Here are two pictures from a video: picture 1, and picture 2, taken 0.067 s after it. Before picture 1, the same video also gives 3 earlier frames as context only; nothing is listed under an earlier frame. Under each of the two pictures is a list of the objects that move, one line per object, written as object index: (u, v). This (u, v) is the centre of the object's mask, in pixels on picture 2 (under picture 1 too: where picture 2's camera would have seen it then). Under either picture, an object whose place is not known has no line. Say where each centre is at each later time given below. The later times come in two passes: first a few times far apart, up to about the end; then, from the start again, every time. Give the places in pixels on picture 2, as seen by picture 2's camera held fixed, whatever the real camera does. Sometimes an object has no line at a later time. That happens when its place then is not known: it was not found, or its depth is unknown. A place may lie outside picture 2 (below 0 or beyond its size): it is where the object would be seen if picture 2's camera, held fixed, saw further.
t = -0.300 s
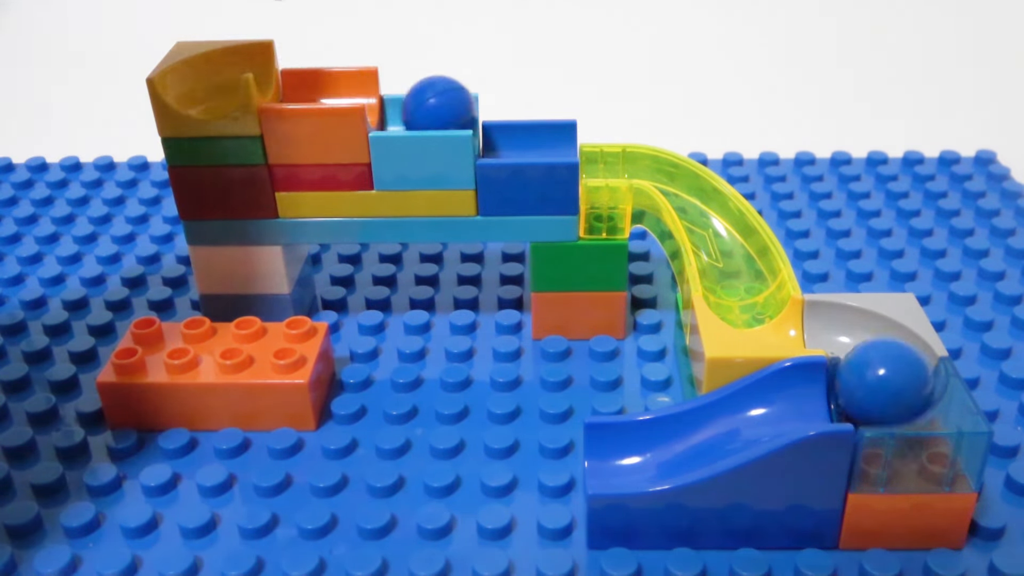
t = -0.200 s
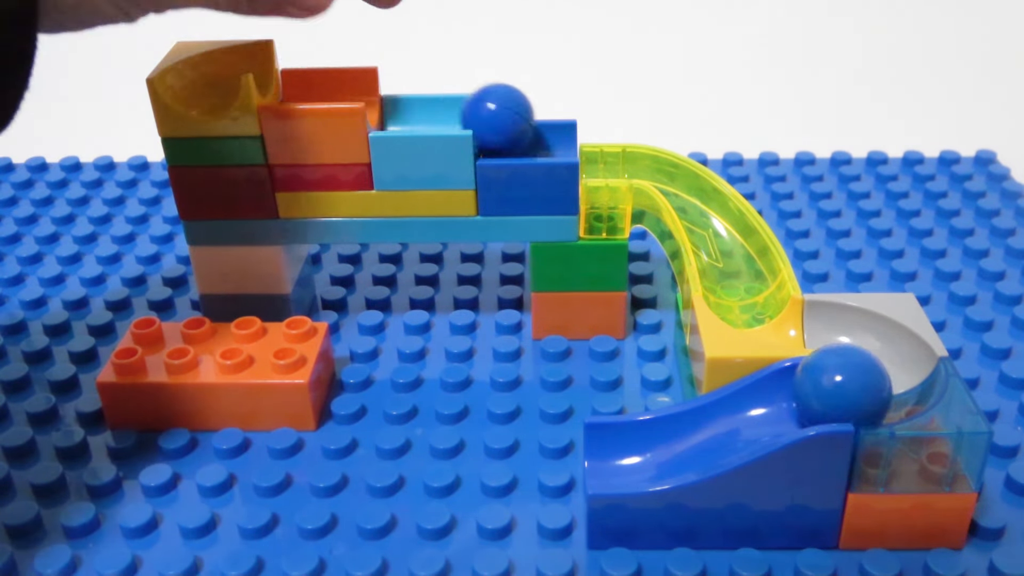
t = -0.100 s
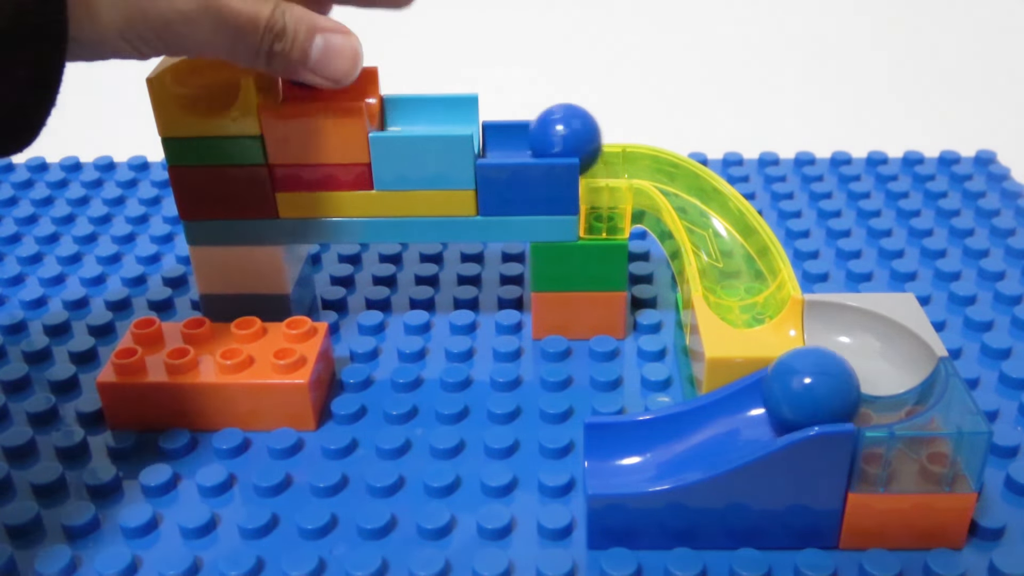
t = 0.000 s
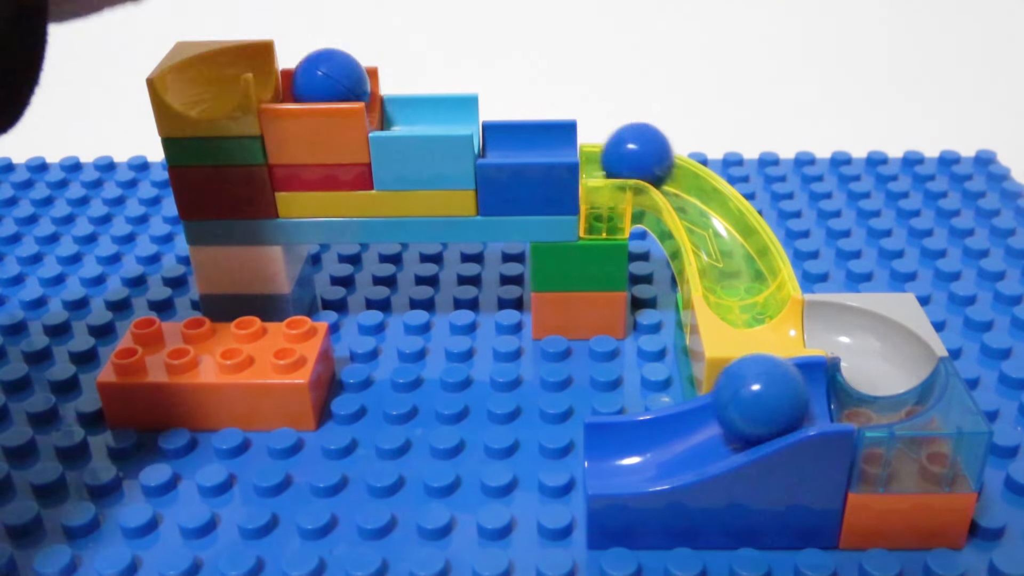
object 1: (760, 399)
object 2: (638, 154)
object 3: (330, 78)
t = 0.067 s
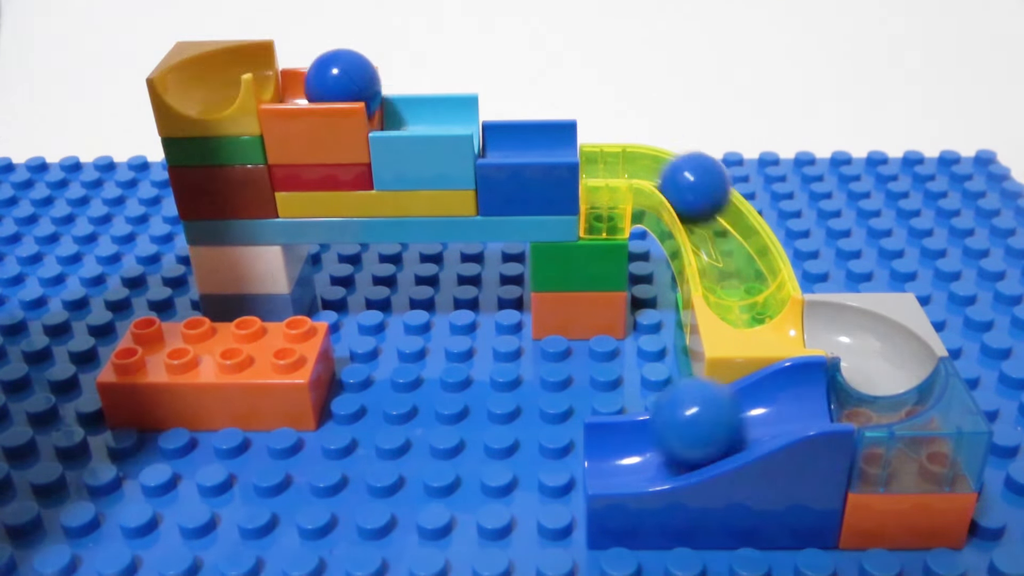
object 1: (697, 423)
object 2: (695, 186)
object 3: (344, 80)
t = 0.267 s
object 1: (412, 466)
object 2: (871, 340)
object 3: (373, 83)
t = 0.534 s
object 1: (309, 462)
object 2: (782, 394)
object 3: (491, 116)
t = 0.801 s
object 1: (284, 467)
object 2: (416, 452)
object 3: (668, 166)
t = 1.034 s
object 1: (215, 465)
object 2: (308, 455)
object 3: (867, 336)
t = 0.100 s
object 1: (646, 443)
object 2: (722, 223)
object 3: (351, 81)
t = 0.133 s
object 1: (581, 455)
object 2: (738, 267)
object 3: (357, 82)
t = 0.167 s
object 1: (520, 468)
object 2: (750, 295)
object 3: (361, 82)
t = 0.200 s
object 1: (472, 464)
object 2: (785, 314)
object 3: (366, 83)
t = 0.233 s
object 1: (441, 465)
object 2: (835, 323)
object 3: (369, 83)
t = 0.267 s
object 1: (412, 466)
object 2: (871, 340)
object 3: (373, 83)
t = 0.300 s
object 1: (390, 460)
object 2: (892, 360)
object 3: (377, 84)
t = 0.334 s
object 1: (370, 457)
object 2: (889, 379)
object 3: (385, 87)
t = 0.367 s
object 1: (346, 463)
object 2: (872, 387)
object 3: (399, 95)
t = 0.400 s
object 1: (332, 465)
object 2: (850, 389)
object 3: (418, 105)
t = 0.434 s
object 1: (326, 462)
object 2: (833, 387)
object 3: (436, 105)
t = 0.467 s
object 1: (320, 462)
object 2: (818, 389)
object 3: (454, 108)
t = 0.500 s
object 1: (313, 462)
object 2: (801, 390)
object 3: (473, 111)
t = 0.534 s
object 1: (309, 462)
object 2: (782, 394)
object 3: (491, 116)
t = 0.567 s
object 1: (302, 462)
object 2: (756, 400)
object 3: (513, 132)
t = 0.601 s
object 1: (293, 464)
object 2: (724, 410)
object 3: (534, 128)
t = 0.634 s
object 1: (282, 466)
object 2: (681, 429)
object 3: (553, 132)
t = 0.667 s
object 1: (281, 466)
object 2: (623, 449)
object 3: (573, 135)
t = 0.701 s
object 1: (284, 467)
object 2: (560, 461)
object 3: (592, 140)
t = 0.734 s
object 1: (284, 467)
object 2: (502, 460)
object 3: (614, 153)
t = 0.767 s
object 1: (284, 467)
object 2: (454, 454)
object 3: (639, 155)
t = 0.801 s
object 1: (284, 467)
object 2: (416, 452)
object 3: (668, 166)
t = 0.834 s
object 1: (284, 467)
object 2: (379, 452)
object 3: (697, 187)
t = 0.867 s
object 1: (266, 464)
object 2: (370, 451)
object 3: (722, 222)
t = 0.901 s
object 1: (252, 462)
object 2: (360, 450)
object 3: (739, 265)
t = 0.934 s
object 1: (239, 463)
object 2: (343, 450)
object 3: (747, 292)
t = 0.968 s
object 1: (224, 467)
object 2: (330, 450)
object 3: (777, 312)
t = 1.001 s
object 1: (218, 465)
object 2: (317, 452)
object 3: (826, 321)
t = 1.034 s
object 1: (215, 465)
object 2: (308, 455)
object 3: (867, 336)
